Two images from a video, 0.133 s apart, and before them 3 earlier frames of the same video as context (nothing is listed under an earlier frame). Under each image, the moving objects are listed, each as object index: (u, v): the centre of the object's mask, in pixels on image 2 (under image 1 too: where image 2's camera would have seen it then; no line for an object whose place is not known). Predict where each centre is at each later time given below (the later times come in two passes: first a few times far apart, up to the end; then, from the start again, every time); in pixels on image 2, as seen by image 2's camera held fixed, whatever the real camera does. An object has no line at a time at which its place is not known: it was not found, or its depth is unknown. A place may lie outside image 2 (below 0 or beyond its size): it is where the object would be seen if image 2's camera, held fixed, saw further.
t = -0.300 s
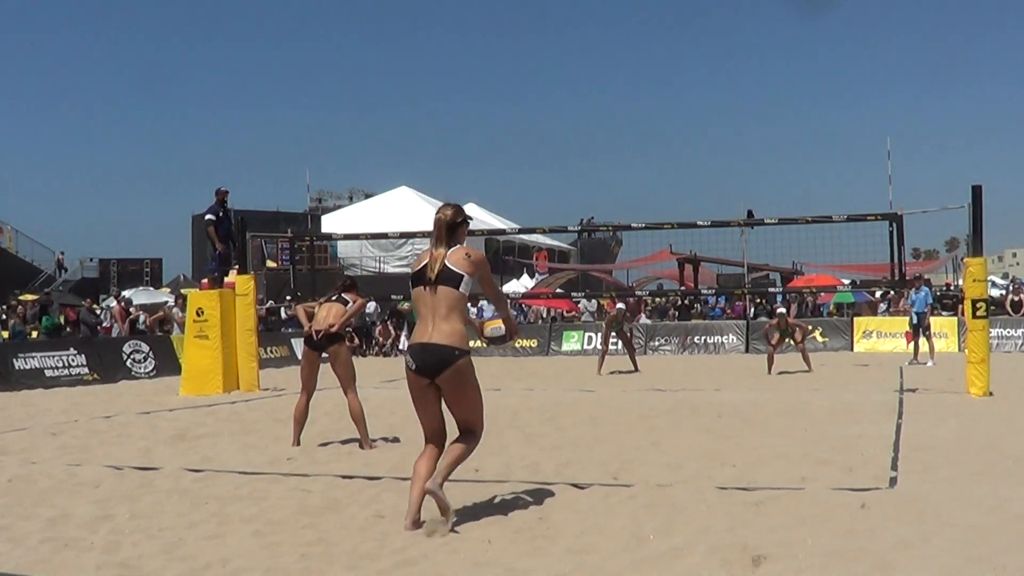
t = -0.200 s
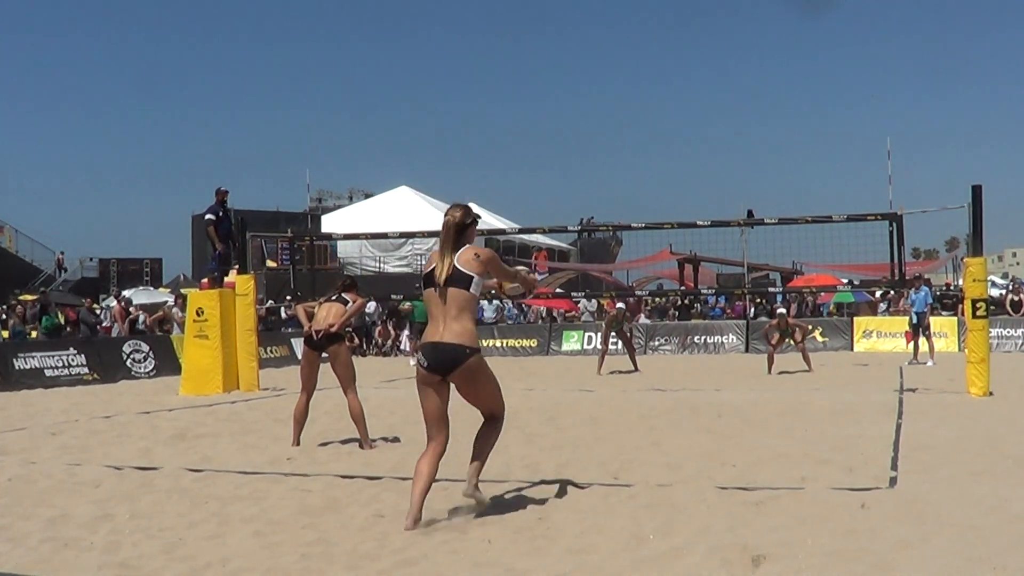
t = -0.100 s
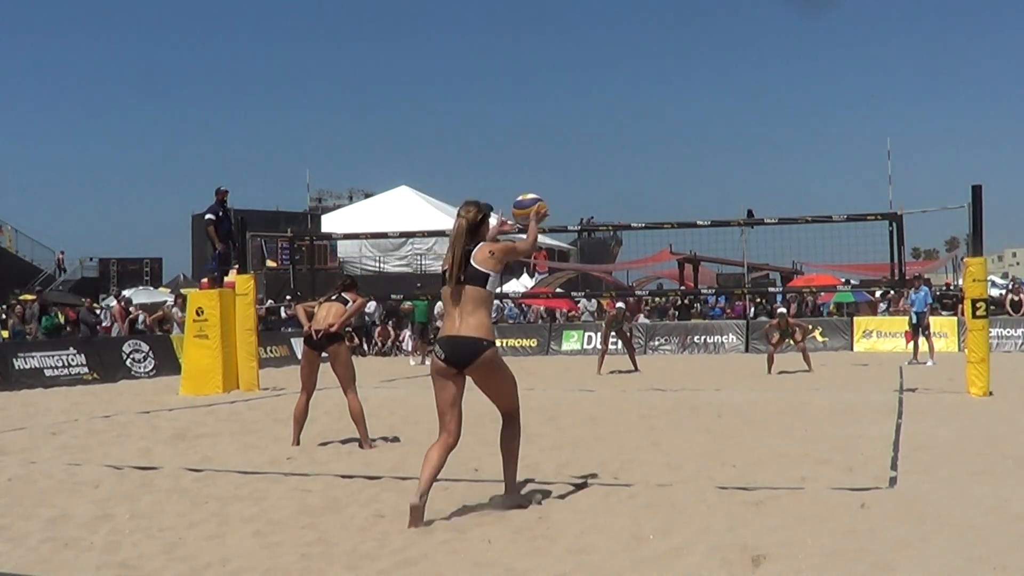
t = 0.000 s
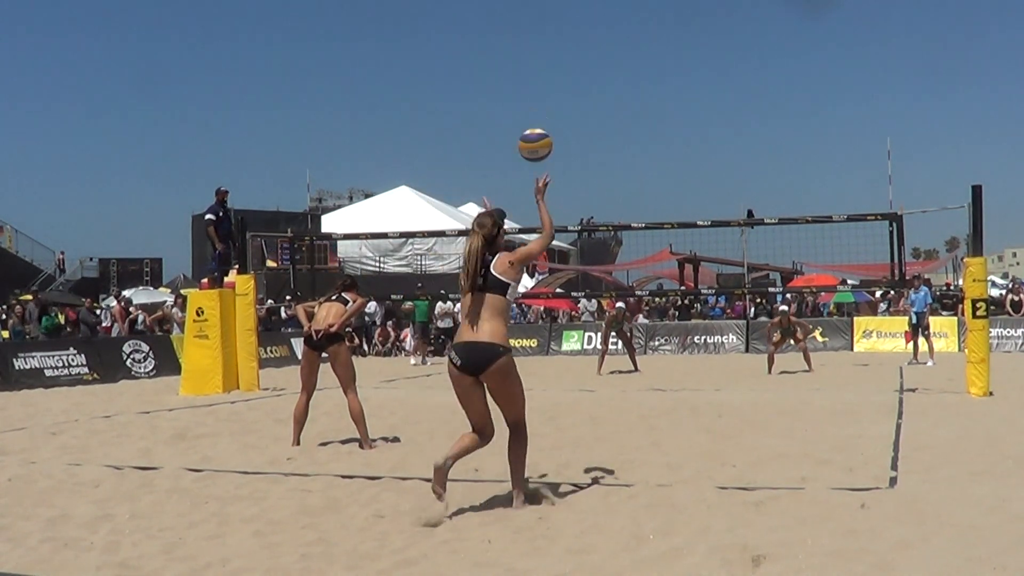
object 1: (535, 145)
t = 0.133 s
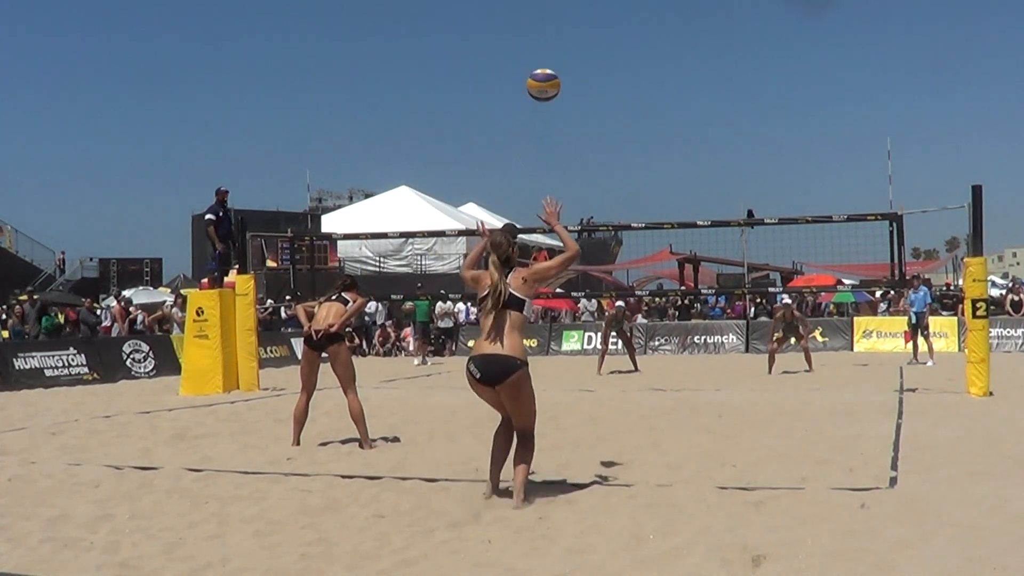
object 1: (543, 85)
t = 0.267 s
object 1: (551, 55)
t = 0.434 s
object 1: (562, 54)
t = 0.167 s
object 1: (545, 75)
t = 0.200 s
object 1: (547, 66)
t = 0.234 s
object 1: (549, 60)
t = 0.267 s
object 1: (551, 55)
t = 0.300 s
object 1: (553, 51)
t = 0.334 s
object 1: (555, 50)
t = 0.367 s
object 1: (558, 50)
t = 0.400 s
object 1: (560, 51)
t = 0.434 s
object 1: (562, 54)
